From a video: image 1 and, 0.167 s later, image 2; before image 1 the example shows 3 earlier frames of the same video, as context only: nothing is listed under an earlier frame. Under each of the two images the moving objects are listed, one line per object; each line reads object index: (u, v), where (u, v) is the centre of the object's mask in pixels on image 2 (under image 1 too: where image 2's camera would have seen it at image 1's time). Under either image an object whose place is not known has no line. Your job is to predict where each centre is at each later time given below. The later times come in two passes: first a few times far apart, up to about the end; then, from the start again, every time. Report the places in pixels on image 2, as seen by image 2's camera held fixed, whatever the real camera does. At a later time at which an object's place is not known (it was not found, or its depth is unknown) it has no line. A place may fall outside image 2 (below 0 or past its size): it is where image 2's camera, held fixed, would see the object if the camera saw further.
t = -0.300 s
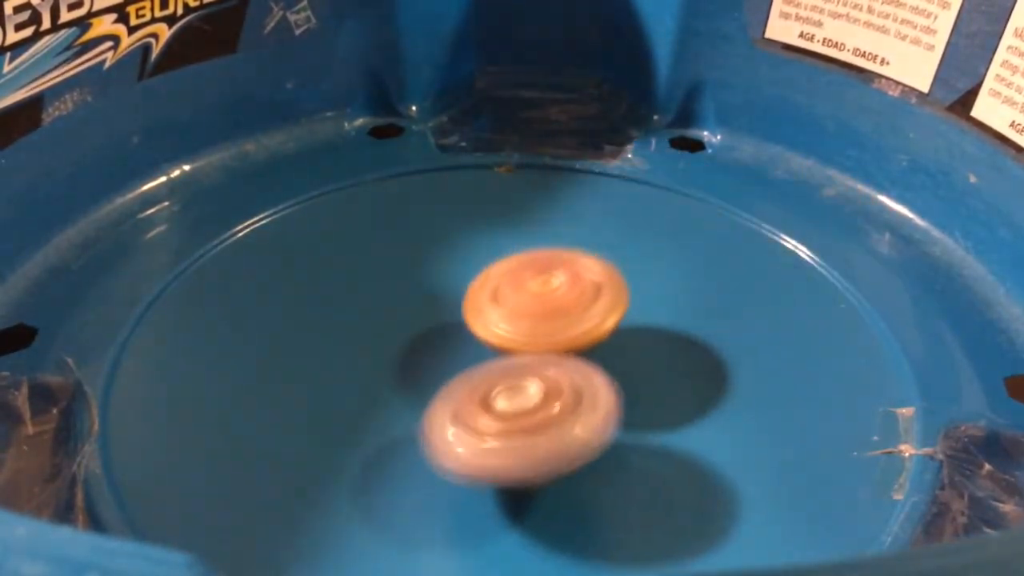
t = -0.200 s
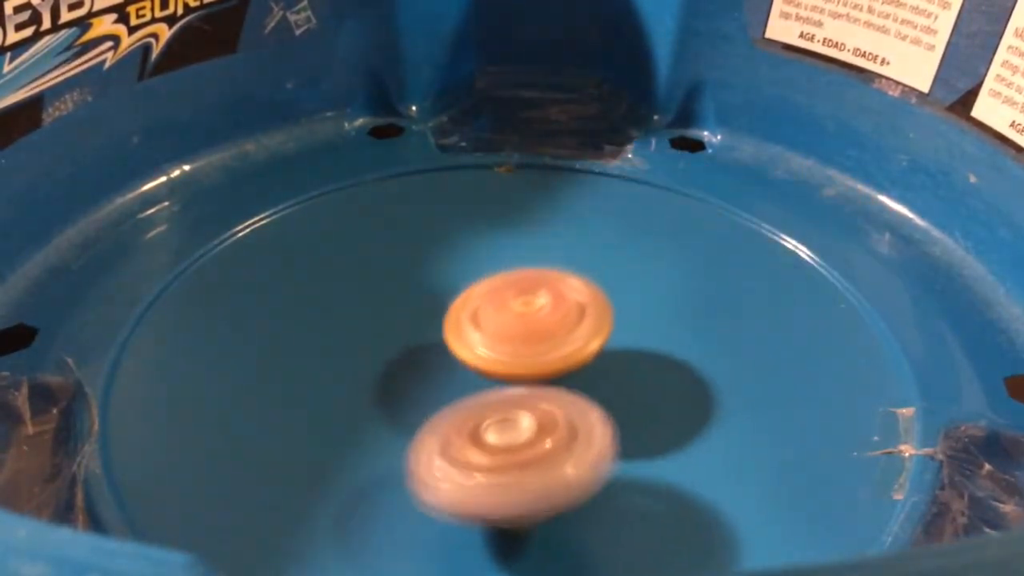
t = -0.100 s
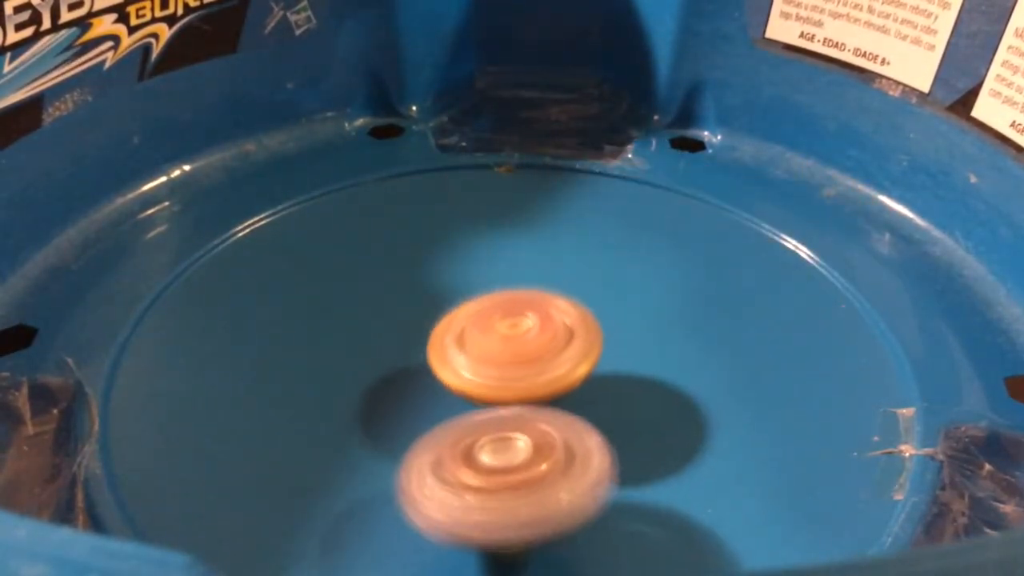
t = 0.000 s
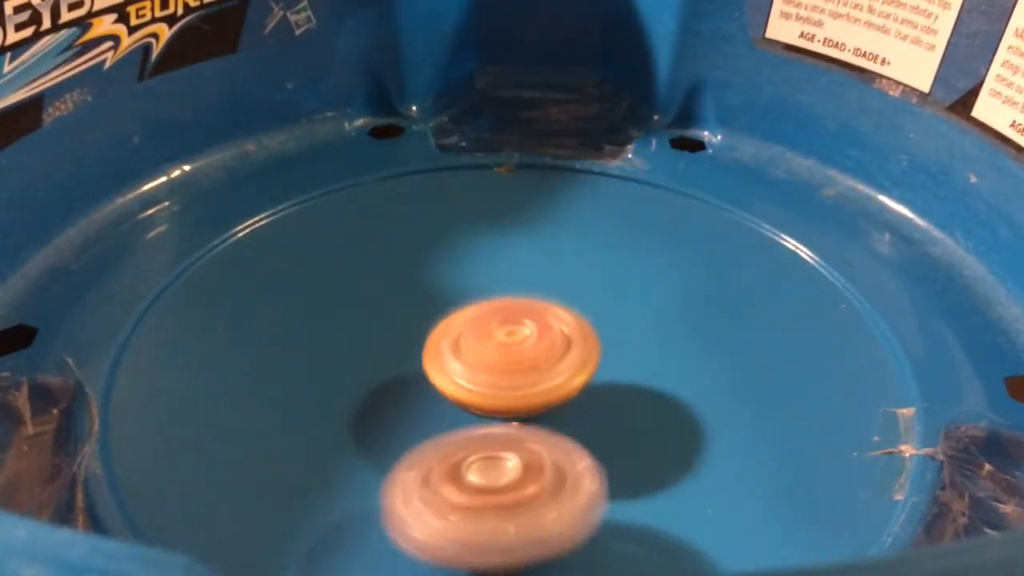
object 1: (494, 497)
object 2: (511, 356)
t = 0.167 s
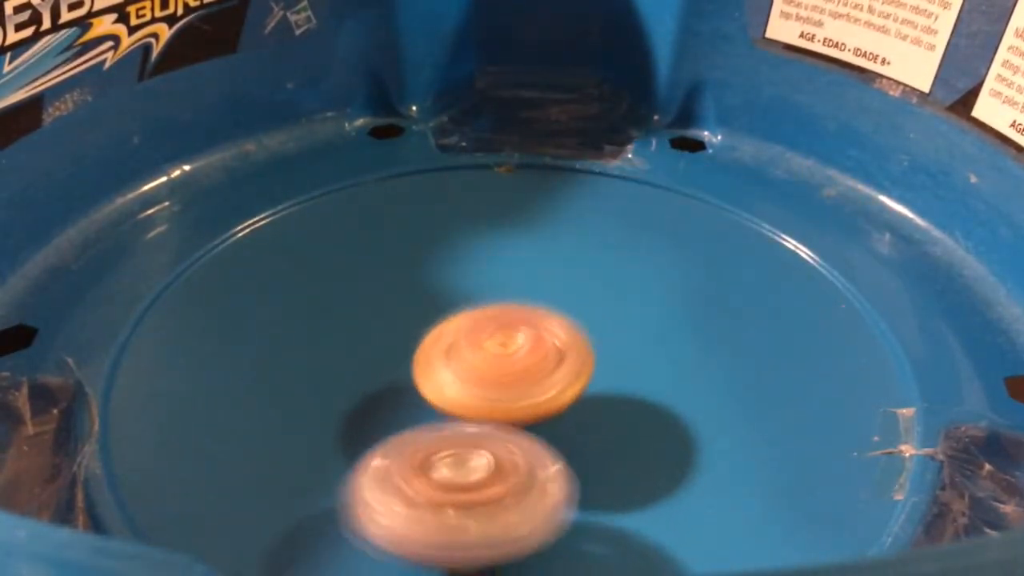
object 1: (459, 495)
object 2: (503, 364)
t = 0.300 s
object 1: (379, 521)
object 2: (540, 307)
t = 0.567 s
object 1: (374, 460)
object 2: (522, 283)
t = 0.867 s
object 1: (363, 336)
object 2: (558, 279)
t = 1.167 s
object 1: (418, 262)
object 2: (590, 275)
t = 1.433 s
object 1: (498, 233)
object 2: (626, 309)
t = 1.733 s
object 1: (601, 250)
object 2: (634, 359)
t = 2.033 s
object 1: (661, 310)
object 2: (600, 421)
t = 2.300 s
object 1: (659, 376)
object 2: (488, 466)
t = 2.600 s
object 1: (576, 419)
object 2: (353, 449)
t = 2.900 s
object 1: (502, 397)
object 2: (267, 376)
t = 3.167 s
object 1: (515, 353)
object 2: (266, 288)
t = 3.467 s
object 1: (595, 310)
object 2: (323, 227)
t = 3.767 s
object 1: (621, 289)
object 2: (480, 221)
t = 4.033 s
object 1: (684, 363)
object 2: (539, 210)
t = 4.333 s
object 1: (599, 395)
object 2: (647, 284)
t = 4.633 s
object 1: (453, 380)
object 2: (703, 359)
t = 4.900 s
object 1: (427, 323)
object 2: (649, 426)
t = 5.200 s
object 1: (495, 285)
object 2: (491, 443)
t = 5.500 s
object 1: (586, 305)
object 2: (361, 383)
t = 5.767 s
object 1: (606, 360)
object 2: (348, 308)
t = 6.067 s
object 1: (517, 394)
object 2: (428, 246)
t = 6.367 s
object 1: (428, 353)
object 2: (552, 242)
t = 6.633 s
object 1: (451, 297)
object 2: (646, 275)
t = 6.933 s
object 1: (544, 287)
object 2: (683, 354)
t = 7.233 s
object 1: (594, 328)
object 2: (618, 441)
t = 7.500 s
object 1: (544, 365)
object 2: (461, 473)
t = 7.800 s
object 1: (483, 336)
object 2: (321, 408)
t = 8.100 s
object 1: (526, 294)
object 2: (328, 301)
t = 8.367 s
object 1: (569, 325)
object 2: (431, 235)
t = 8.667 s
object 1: (534, 373)
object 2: (583, 231)
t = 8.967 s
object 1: (464, 355)
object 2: (698, 294)
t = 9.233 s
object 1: (482, 316)
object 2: (695, 387)
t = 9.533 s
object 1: (558, 327)
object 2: (539, 453)
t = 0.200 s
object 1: (429, 510)
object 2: (518, 347)
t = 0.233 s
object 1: (408, 516)
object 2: (530, 330)
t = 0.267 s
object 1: (392, 520)
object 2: (537, 317)
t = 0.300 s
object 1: (379, 521)
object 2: (540, 307)
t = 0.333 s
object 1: (373, 521)
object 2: (540, 299)
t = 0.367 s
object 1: (369, 519)
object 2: (539, 293)
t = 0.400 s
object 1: (369, 516)
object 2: (537, 289)
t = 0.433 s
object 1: (371, 511)
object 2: (534, 285)
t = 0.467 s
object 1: (372, 503)
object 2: (531, 283)
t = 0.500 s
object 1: (372, 492)
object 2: (528, 282)
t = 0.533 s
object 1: (372, 477)
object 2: (525, 282)
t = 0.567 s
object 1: (374, 460)
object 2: (522, 283)
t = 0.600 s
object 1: (377, 444)
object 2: (519, 284)
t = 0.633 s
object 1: (381, 428)
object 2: (518, 286)
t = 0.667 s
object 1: (383, 412)
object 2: (516, 288)
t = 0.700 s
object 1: (384, 397)
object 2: (515, 290)
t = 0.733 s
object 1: (387, 380)
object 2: (514, 292)
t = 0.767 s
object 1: (387, 368)
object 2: (518, 292)
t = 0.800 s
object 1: (372, 359)
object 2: (535, 287)
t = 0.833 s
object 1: (364, 348)
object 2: (548, 283)
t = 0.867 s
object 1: (363, 336)
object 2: (558, 279)
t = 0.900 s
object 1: (364, 324)
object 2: (566, 276)
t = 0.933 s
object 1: (368, 313)
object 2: (572, 274)
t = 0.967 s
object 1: (374, 304)
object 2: (576, 272)
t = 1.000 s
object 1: (381, 296)
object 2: (580, 271)
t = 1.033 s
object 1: (388, 289)
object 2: (583, 271)
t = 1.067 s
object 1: (394, 281)
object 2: (586, 270)
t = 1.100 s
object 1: (402, 274)
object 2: (588, 271)
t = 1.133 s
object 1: (409, 268)
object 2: (589, 272)
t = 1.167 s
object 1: (418, 262)
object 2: (590, 275)
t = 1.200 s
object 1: (428, 257)
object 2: (591, 277)
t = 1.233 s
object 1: (437, 252)
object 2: (592, 280)
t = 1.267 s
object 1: (446, 248)
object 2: (594, 285)
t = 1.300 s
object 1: (453, 244)
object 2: (602, 291)
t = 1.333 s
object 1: (464, 240)
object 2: (609, 296)
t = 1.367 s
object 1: (475, 237)
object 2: (616, 301)
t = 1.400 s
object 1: (486, 235)
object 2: (621, 305)
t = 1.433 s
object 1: (498, 233)
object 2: (626, 309)
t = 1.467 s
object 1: (512, 233)
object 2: (630, 313)
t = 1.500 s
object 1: (524, 233)
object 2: (633, 318)
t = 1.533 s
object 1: (536, 234)
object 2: (635, 322)
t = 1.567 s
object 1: (548, 235)
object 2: (637, 327)
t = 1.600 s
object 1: (559, 238)
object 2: (638, 333)
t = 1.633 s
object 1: (569, 241)
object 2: (638, 337)
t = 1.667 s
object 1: (580, 244)
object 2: (638, 342)
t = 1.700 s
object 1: (590, 247)
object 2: (636, 348)
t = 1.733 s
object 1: (601, 250)
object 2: (634, 359)
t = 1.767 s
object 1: (611, 254)
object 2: (631, 368)
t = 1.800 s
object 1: (619, 260)
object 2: (629, 377)
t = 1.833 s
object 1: (627, 266)
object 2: (627, 385)
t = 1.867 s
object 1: (635, 272)
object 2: (625, 392)
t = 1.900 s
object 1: (642, 279)
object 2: (622, 399)
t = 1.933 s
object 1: (647, 287)
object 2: (617, 405)
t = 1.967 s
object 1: (652, 294)
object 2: (613, 411)
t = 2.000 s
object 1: (657, 301)
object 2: (606, 416)
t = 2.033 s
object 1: (661, 310)
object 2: (600, 421)
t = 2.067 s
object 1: (663, 318)
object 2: (593, 425)
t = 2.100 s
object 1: (666, 326)
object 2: (584, 429)
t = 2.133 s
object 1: (670, 334)
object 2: (565, 438)
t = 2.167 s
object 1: (673, 342)
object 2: (546, 446)
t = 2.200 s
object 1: (673, 350)
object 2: (530, 453)
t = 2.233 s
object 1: (669, 359)
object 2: (515, 459)
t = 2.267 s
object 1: (665, 368)
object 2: (501, 463)
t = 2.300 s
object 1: (659, 376)
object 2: (488, 466)
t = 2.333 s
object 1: (652, 383)
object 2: (475, 468)
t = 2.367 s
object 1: (644, 390)
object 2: (462, 469)
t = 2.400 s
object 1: (634, 397)
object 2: (450, 468)
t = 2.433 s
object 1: (624, 403)
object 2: (438, 466)
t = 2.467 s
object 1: (612, 409)
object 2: (427, 463)
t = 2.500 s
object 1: (603, 413)
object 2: (410, 460)
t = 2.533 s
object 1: (598, 416)
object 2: (386, 457)
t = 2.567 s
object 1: (589, 418)
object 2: (368, 453)
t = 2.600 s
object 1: (576, 419)
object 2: (353, 449)
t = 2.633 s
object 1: (563, 421)
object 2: (340, 444)
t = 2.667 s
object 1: (550, 421)
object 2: (330, 438)
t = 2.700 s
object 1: (537, 420)
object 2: (322, 431)
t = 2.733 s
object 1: (523, 418)
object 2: (315, 423)
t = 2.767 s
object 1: (515, 414)
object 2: (306, 414)
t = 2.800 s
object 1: (517, 412)
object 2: (290, 405)
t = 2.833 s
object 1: (515, 408)
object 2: (279, 395)
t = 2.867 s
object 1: (508, 403)
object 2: (272, 386)
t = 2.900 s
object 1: (502, 397)
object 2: (267, 376)
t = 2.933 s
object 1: (495, 390)
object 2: (266, 367)
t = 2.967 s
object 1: (487, 383)
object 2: (267, 357)
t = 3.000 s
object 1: (481, 375)
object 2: (270, 348)
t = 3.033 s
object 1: (475, 369)
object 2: (276, 338)
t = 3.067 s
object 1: (470, 361)
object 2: (283, 329)
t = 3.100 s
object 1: (469, 355)
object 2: (289, 318)
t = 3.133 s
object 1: (490, 353)
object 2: (277, 302)
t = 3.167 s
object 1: (515, 353)
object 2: (266, 288)
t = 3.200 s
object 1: (532, 350)
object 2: (261, 277)
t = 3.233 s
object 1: (545, 345)
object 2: (261, 267)
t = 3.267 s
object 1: (555, 340)
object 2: (264, 258)
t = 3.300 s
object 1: (563, 335)
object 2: (269, 251)
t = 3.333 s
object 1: (569, 329)
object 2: (276, 245)
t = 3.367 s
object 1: (575, 324)
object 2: (285, 239)
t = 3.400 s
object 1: (582, 319)
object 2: (296, 234)
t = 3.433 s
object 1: (589, 314)
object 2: (308, 230)
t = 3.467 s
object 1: (595, 310)
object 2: (323, 227)
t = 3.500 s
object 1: (601, 306)
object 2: (338, 224)
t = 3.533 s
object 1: (607, 303)
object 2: (353, 222)
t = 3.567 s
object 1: (611, 300)
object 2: (371, 220)
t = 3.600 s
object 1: (615, 297)
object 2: (388, 220)
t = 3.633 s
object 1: (618, 294)
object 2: (406, 219)
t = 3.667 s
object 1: (620, 292)
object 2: (424, 219)
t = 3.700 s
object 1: (621, 291)
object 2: (443, 219)
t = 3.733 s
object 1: (622, 289)
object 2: (462, 220)
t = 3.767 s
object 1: (621, 289)
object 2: (480, 221)
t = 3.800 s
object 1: (624, 292)
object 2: (495, 218)
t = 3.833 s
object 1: (647, 309)
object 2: (495, 204)
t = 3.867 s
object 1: (665, 323)
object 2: (498, 197)
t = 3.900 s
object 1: (676, 333)
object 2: (502, 195)
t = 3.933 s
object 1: (682, 343)
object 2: (509, 196)
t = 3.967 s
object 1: (684, 352)
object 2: (518, 200)
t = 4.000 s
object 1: (684, 358)
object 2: (528, 204)
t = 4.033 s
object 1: (684, 363)
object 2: (539, 210)
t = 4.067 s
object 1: (683, 367)
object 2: (550, 216)
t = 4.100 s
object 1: (678, 371)
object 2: (562, 224)
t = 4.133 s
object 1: (670, 376)
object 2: (575, 231)
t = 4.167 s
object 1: (661, 382)
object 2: (587, 240)
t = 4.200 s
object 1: (652, 386)
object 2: (600, 249)
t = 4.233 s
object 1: (643, 388)
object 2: (612, 258)
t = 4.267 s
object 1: (630, 391)
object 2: (624, 267)
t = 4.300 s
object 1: (615, 393)
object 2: (636, 275)
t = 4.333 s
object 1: (599, 395)
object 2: (647, 284)
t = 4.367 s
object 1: (580, 400)
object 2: (660, 290)
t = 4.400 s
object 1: (561, 403)
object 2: (670, 297)
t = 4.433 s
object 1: (541, 404)
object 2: (678, 304)
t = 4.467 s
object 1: (521, 403)
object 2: (686, 312)
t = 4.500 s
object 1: (504, 400)
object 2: (693, 321)
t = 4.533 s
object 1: (487, 395)
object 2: (697, 330)
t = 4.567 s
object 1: (476, 391)
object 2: (701, 339)
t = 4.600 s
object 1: (465, 386)
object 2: (704, 350)
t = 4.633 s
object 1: (453, 380)
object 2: (703, 359)
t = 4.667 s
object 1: (443, 372)
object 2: (702, 368)
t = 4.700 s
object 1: (435, 365)
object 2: (701, 378)
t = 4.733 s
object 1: (432, 359)
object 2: (697, 387)
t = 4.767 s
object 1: (427, 351)
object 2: (692, 396)
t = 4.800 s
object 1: (423, 342)
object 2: (685, 404)
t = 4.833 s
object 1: (420, 336)
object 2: (674, 412)
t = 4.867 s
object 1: (422, 329)
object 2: (662, 419)
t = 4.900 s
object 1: (427, 323)
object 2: (649, 426)
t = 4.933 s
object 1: (430, 315)
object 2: (634, 431)
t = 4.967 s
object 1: (432, 309)
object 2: (620, 436)
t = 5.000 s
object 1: (437, 305)
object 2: (603, 440)
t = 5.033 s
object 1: (446, 300)
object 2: (584, 443)
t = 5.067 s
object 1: (455, 295)
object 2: (565, 444)
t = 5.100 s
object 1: (462, 291)
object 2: (546, 446)
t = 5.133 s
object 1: (472, 290)
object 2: (527, 446)
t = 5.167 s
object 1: (483, 289)
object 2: (508, 445)
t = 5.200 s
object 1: (495, 285)
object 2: (491, 443)
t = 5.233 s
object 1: (503, 284)
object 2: (473, 439)
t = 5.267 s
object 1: (513, 284)
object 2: (456, 434)
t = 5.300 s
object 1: (527, 286)
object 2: (438, 429)
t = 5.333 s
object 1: (541, 287)
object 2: (422, 422)
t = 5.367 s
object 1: (550, 289)
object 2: (406, 416)
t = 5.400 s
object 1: (559, 294)
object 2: (393, 408)
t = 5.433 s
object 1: (571, 297)
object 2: (381, 400)
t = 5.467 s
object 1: (581, 299)
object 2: (371, 392)
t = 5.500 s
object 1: (586, 305)
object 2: (361, 383)
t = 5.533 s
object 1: (594, 312)
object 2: (353, 373)
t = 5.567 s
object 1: (601, 318)
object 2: (346, 363)
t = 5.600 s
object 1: (605, 323)
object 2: (341, 355)
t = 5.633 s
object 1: (607, 332)
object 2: (337, 345)
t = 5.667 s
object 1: (610, 339)
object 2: (337, 336)
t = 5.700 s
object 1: (613, 343)
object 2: (339, 327)
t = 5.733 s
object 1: (609, 352)
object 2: (343, 317)
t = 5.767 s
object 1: (606, 360)
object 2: (348, 308)
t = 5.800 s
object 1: (604, 366)
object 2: (355, 299)
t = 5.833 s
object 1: (597, 372)
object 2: (362, 290)
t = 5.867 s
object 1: (586, 378)
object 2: (369, 282)
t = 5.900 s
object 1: (578, 383)
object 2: (378, 274)
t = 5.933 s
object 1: (568, 386)
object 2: (388, 266)
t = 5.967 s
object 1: (554, 390)
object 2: (397, 259)
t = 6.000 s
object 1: (542, 392)
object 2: (406, 254)
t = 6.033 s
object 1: (531, 393)
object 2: (417, 249)
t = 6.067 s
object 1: (517, 394)
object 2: (428, 246)
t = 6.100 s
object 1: (503, 394)
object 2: (441, 244)
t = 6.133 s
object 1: (493, 393)
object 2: (454, 242)
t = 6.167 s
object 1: (478, 390)
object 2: (468, 240)
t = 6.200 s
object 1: (465, 385)
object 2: (481, 239)
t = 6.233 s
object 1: (457, 382)
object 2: (496, 239)
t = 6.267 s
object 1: (445, 375)
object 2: (510, 239)
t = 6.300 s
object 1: (436, 368)
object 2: (524, 239)
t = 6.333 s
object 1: (433, 362)
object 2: (539, 240)
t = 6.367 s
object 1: (428, 353)
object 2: (552, 242)
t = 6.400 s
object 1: (424, 344)
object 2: (566, 243)
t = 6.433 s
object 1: (425, 338)
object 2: (579, 246)
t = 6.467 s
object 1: (426, 329)
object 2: (592, 249)
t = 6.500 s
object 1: (425, 320)
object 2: (605, 253)
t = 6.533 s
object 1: (431, 315)
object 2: (616, 257)
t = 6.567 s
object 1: (437, 306)
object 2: (627, 263)
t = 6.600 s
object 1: (441, 300)
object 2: (637, 269)
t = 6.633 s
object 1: (451, 297)
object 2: (646, 275)
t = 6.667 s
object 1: (460, 290)
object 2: (655, 282)
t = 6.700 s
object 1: (465, 286)
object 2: (662, 290)
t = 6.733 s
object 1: (478, 285)
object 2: (669, 298)
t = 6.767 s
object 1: (488, 281)
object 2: (674, 307)
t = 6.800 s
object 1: (497, 282)
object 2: (678, 316)
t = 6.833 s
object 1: (511, 282)
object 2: (681, 325)
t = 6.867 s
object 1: (521, 282)
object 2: (683, 335)
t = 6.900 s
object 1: (531, 287)
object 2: (685, 345)
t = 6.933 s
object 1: (544, 287)
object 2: (683, 354)
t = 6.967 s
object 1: (553, 291)
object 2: (681, 364)
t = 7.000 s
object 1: (563, 295)
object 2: (678, 374)
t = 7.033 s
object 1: (573, 295)
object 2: (676, 386)
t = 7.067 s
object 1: (577, 300)
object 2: (672, 397)
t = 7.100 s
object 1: (585, 303)
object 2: (665, 407)
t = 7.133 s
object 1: (590, 308)
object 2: (656, 417)
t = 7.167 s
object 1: (592, 316)
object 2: (645, 426)
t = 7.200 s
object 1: (597, 320)
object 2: (633, 433)
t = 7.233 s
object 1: (594, 328)
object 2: (618, 441)
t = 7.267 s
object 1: (595, 332)
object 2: (601, 450)
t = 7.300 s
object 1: (591, 338)
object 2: (584, 457)
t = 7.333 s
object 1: (585, 344)
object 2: (566, 462)
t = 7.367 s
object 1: (580, 350)
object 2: (547, 466)
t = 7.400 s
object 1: (570, 355)
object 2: (527, 469)
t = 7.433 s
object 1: (564, 358)
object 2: (504, 473)
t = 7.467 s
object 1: (553, 360)
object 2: (483, 474)
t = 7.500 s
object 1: (544, 365)
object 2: (461, 473)
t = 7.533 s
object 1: (532, 367)
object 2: (441, 471)
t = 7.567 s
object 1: (519, 367)
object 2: (422, 466)
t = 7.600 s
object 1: (509, 367)
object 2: (404, 460)
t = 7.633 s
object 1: (498, 365)
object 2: (387, 453)
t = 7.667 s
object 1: (489, 364)
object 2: (372, 445)
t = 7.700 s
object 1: (479, 357)
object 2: (360, 436)
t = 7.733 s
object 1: (479, 355)
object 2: (346, 426)
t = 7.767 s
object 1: (477, 343)
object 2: (332, 417)
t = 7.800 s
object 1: (483, 336)
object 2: (321, 408)
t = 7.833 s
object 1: (484, 324)
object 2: (313, 397)
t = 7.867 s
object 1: (487, 320)
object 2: (307, 385)
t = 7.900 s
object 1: (492, 311)
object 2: (304, 372)
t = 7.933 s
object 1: (494, 308)
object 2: (302, 360)
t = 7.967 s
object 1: (501, 301)
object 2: (304, 347)
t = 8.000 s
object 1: (503, 299)
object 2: (308, 335)
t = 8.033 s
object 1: (512, 296)
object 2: (312, 324)
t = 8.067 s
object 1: (515, 294)
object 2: (319, 312)
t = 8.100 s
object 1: (526, 294)
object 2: (328, 301)
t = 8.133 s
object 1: (529, 295)
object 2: (338, 290)
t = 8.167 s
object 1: (540, 297)
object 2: (349, 280)
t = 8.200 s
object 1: (543, 300)
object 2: (361, 270)
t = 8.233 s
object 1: (552, 304)
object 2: (373, 261)
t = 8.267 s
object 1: (556, 308)
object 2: (387, 254)
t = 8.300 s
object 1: (562, 314)
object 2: (400, 246)
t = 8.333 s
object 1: (565, 319)
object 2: (415, 240)
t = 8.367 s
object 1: (569, 325)
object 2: (431, 235)
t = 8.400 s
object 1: (570, 331)
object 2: (447, 231)
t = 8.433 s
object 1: (571, 337)
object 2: (465, 228)
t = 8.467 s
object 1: (569, 343)
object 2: (482, 226)
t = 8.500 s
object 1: (567, 349)
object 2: (499, 225)
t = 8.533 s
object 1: (562, 354)
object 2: (515, 224)
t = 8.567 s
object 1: (559, 362)
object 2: (532, 224)
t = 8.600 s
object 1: (551, 365)
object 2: (549, 225)
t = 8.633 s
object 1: (544, 370)
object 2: (566, 228)
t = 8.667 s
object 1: (534, 373)
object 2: (583, 231)
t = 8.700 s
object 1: (526, 375)
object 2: (599, 235)
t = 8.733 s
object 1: (514, 375)
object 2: (615, 239)
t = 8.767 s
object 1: (507, 375)
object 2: (630, 245)
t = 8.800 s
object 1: (495, 372)
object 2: (644, 251)
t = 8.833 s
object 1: (488, 372)
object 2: (657, 258)
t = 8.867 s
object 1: (478, 366)
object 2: (669, 266)
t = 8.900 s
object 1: (473, 364)
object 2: (680, 275)
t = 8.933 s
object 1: (467, 359)
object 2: (690, 284)
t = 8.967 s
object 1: (464, 355)
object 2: (698, 294)
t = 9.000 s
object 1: (459, 351)
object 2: (705, 305)
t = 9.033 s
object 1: (461, 343)
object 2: (710, 316)
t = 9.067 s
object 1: (459, 340)
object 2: (713, 328)
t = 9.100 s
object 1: (462, 332)
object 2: (713, 340)
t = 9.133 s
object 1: (465, 330)
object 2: (711, 352)
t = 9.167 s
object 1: (470, 323)
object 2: (708, 364)
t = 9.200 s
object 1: (478, 321)
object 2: (703, 376)
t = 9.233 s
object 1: (482, 316)
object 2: (695, 387)
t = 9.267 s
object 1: (494, 315)
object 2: (685, 398)
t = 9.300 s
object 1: (500, 313)
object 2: (673, 408)
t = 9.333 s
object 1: (514, 313)
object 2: (658, 418)
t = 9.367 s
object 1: (519, 314)
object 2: (642, 427)
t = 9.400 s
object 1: (531, 313)
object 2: (625, 434)
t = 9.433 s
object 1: (537, 317)
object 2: (606, 441)
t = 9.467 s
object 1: (546, 319)
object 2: (584, 447)
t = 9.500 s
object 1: (553, 322)
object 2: (562, 451)
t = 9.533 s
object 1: (558, 327)
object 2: (539, 453)
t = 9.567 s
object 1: (563, 330)
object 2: (515, 454)
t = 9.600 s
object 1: (564, 335)
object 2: (492, 453)
